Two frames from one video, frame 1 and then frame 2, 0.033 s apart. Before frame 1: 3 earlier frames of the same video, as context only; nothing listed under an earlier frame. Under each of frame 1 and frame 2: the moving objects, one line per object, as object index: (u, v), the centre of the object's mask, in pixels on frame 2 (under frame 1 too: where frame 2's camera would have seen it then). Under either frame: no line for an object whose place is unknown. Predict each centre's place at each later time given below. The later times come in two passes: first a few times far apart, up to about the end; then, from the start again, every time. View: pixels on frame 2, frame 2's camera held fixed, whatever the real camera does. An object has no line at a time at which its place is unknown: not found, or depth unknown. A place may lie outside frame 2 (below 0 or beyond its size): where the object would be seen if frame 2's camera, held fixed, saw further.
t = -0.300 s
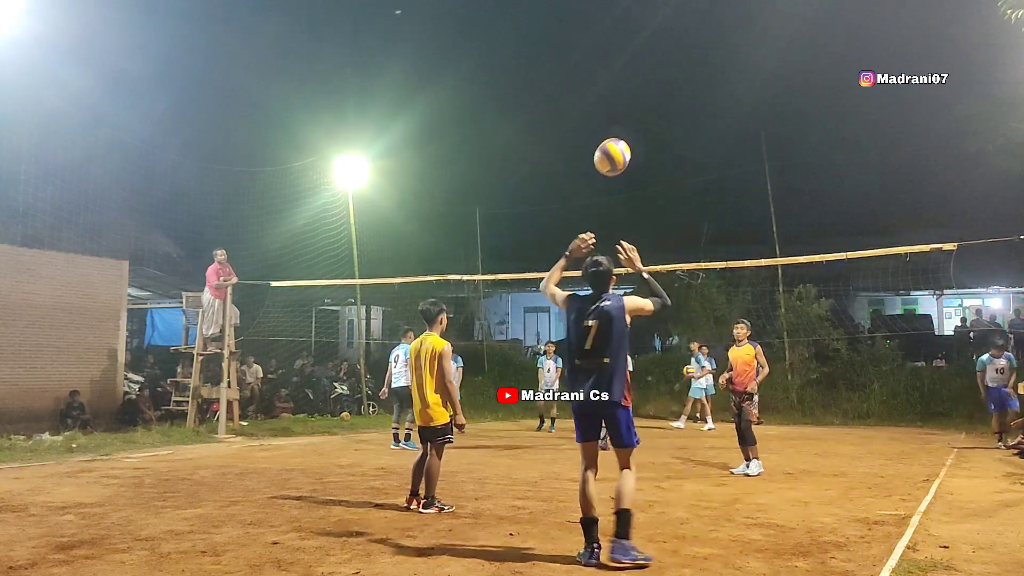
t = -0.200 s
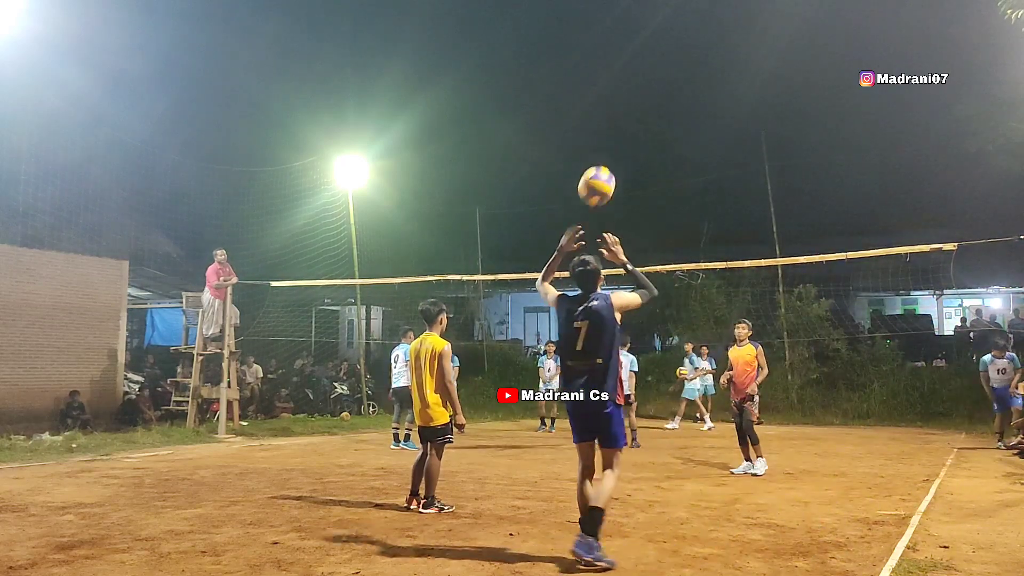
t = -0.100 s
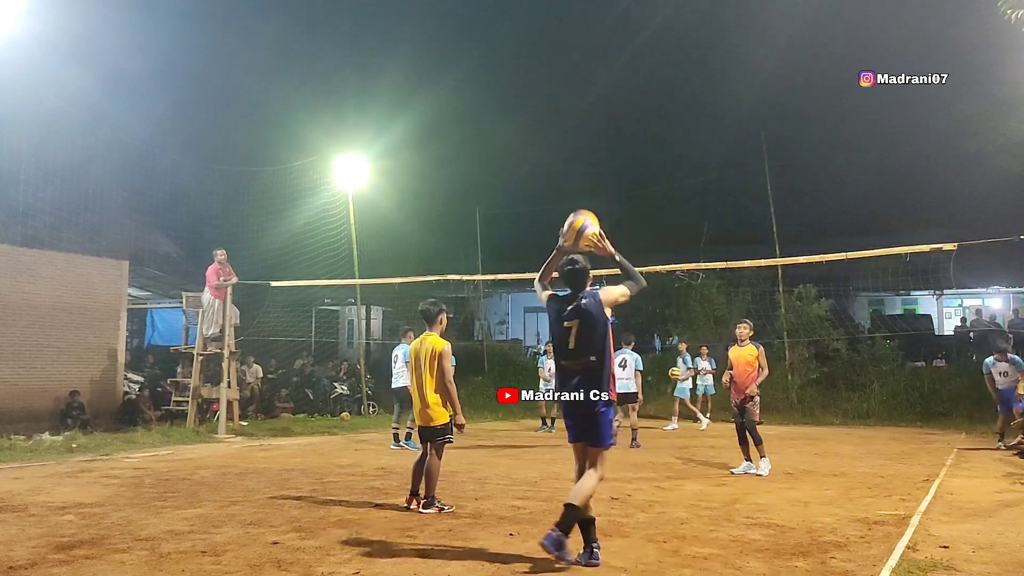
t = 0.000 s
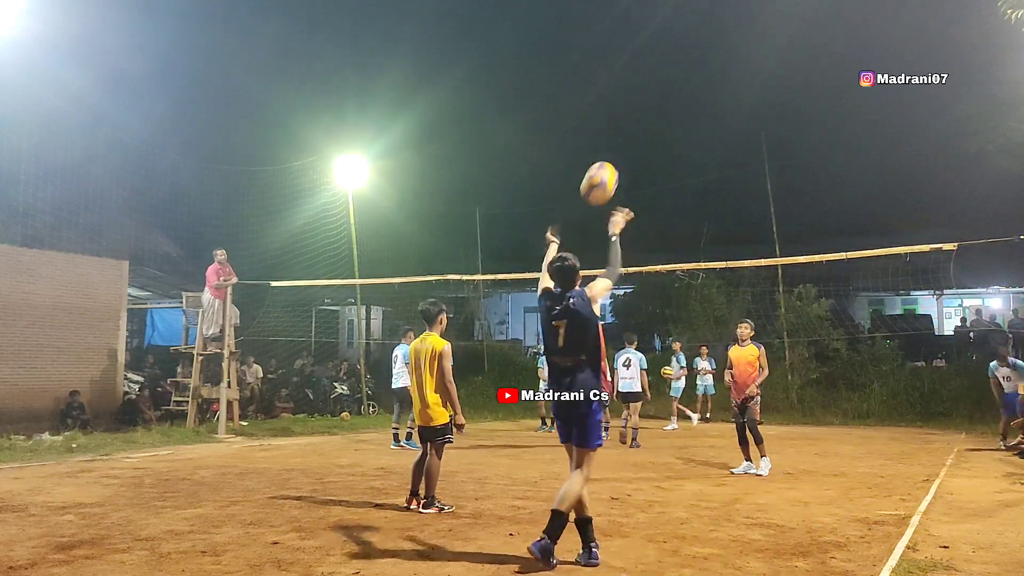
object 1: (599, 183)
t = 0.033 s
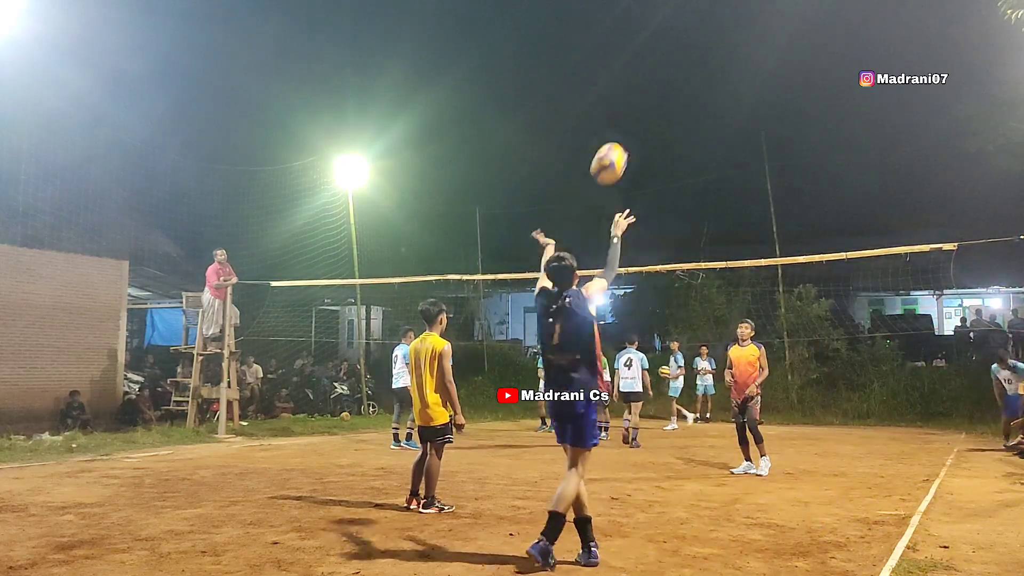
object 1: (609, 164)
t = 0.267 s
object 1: (665, 86)
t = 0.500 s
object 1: (705, 88)
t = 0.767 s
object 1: (741, 155)
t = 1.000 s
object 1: (767, 250)
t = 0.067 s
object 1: (618, 145)
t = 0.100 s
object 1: (627, 130)
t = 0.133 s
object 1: (635, 118)
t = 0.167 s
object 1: (643, 107)
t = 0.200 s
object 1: (651, 98)
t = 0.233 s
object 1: (658, 91)
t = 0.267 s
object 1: (665, 86)
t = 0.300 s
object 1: (672, 82)
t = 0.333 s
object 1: (678, 80)
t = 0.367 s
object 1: (684, 79)
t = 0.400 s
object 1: (690, 80)
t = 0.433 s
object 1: (695, 81)
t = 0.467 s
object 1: (700, 84)
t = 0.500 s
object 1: (705, 88)
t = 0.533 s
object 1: (710, 94)
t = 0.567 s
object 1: (715, 100)
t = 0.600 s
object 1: (720, 107)
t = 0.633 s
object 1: (724, 114)
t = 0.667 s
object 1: (728, 123)
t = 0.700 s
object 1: (733, 133)
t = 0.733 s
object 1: (737, 143)
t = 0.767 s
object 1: (741, 155)
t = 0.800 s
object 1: (745, 166)
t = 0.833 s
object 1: (749, 179)
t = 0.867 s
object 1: (753, 193)
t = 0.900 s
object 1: (757, 207)
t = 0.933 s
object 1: (760, 221)
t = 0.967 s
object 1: (764, 237)
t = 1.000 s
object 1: (767, 250)
